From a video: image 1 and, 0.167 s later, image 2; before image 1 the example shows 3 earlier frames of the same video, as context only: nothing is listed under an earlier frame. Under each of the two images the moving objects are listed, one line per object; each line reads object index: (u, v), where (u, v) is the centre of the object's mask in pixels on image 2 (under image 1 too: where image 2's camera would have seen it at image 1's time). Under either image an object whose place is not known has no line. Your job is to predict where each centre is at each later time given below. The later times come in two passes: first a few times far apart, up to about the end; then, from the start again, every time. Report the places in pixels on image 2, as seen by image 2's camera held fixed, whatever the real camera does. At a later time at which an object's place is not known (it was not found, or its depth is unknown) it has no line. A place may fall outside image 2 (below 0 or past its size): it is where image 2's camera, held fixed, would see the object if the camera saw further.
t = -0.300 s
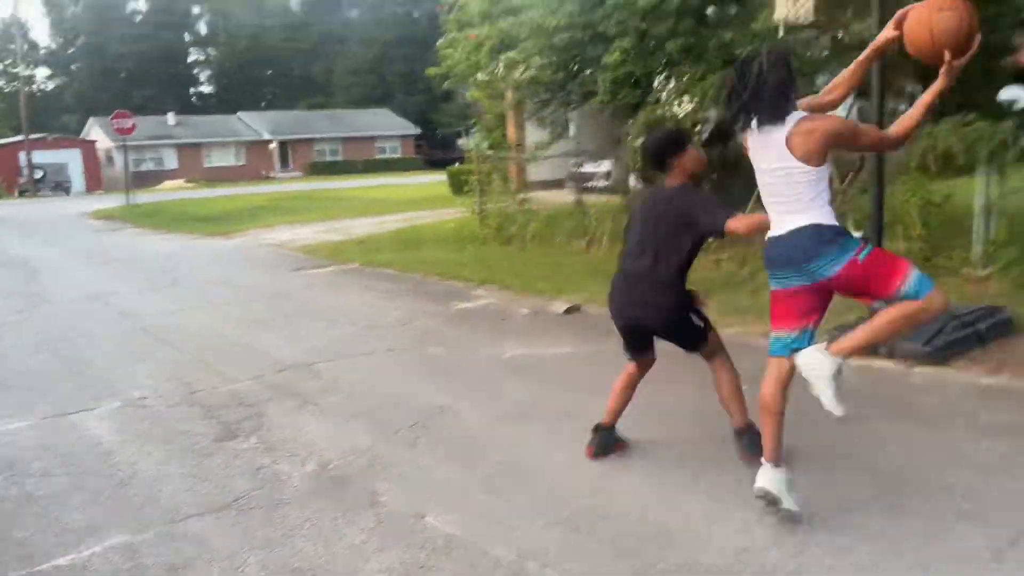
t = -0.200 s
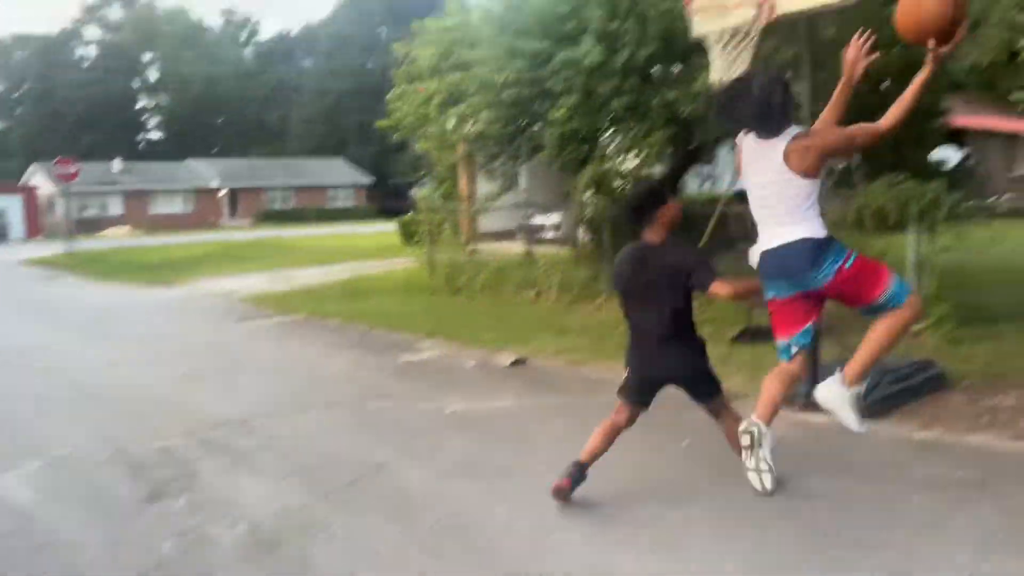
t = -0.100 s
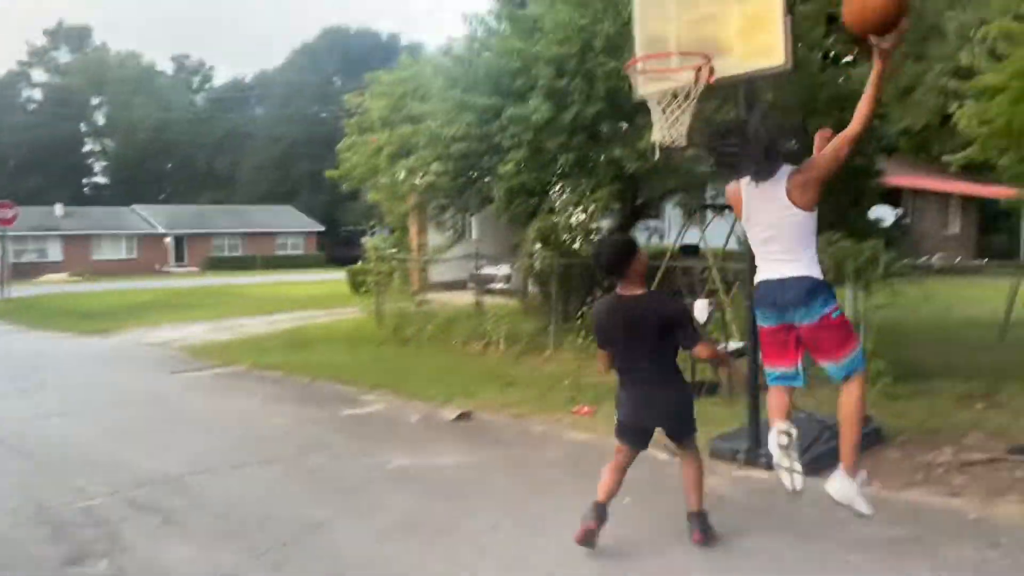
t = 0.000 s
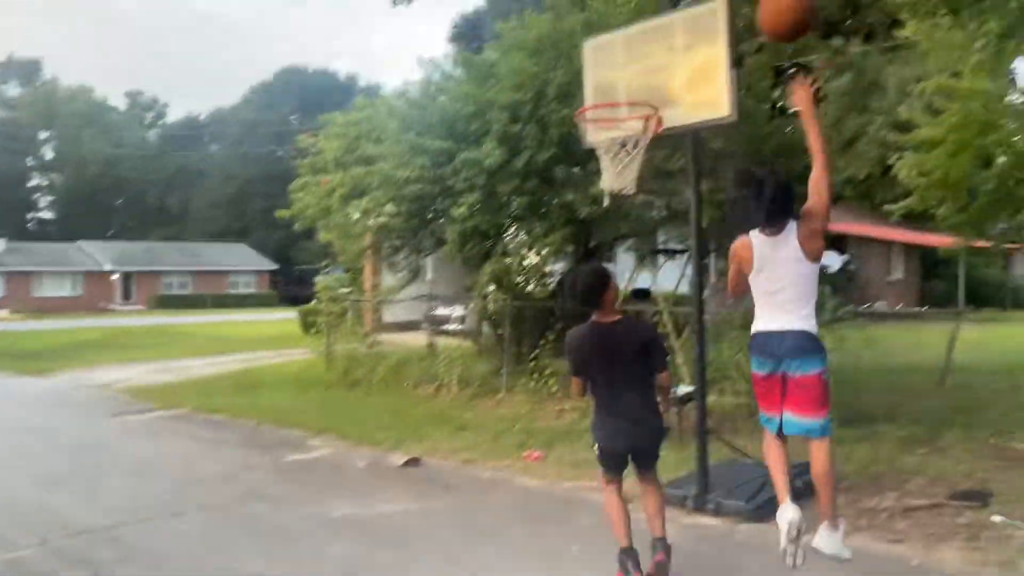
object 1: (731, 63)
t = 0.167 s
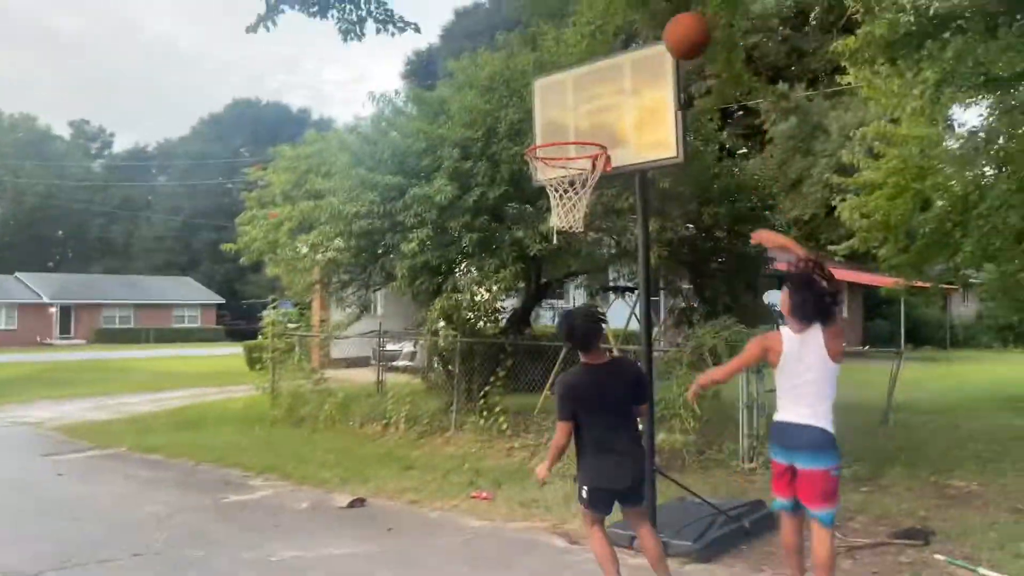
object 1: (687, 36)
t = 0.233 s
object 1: (674, 41)
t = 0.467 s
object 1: (630, 114)
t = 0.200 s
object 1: (680, 38)
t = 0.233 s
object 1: (674, 41)
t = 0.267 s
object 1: (667, 48)
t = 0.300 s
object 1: (660, 56)
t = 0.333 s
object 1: (654, 66)
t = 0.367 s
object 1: (648, 77)
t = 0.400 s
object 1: (642, 90)
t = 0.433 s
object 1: (637, 104)
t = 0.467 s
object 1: (630, 114)
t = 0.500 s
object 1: (621, 124)
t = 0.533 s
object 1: (615, 131)
